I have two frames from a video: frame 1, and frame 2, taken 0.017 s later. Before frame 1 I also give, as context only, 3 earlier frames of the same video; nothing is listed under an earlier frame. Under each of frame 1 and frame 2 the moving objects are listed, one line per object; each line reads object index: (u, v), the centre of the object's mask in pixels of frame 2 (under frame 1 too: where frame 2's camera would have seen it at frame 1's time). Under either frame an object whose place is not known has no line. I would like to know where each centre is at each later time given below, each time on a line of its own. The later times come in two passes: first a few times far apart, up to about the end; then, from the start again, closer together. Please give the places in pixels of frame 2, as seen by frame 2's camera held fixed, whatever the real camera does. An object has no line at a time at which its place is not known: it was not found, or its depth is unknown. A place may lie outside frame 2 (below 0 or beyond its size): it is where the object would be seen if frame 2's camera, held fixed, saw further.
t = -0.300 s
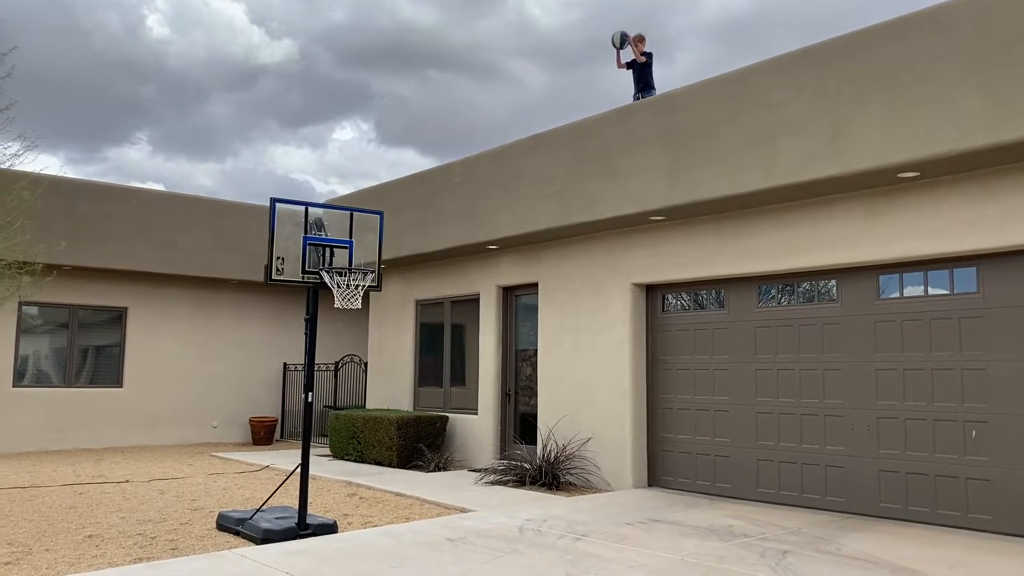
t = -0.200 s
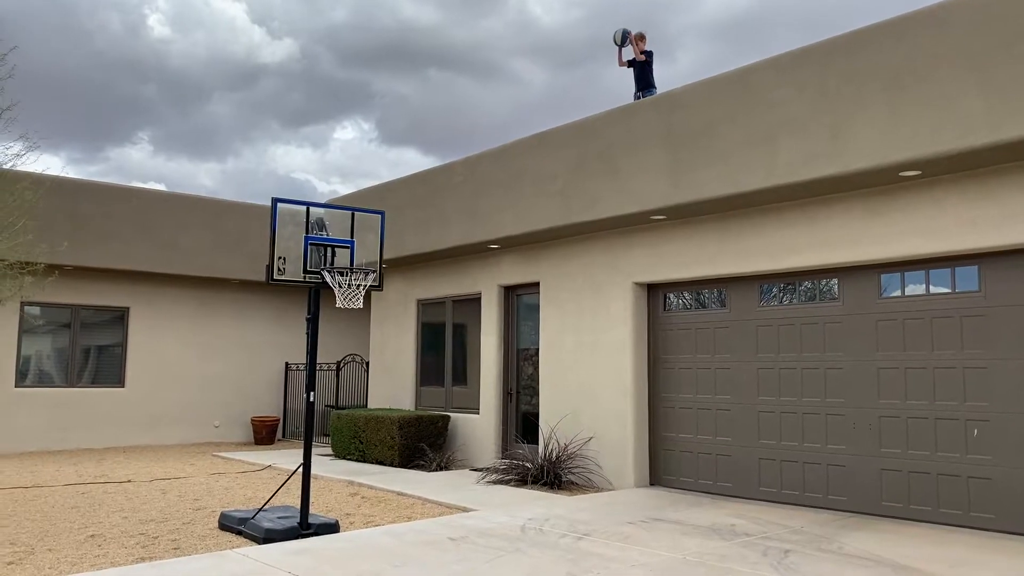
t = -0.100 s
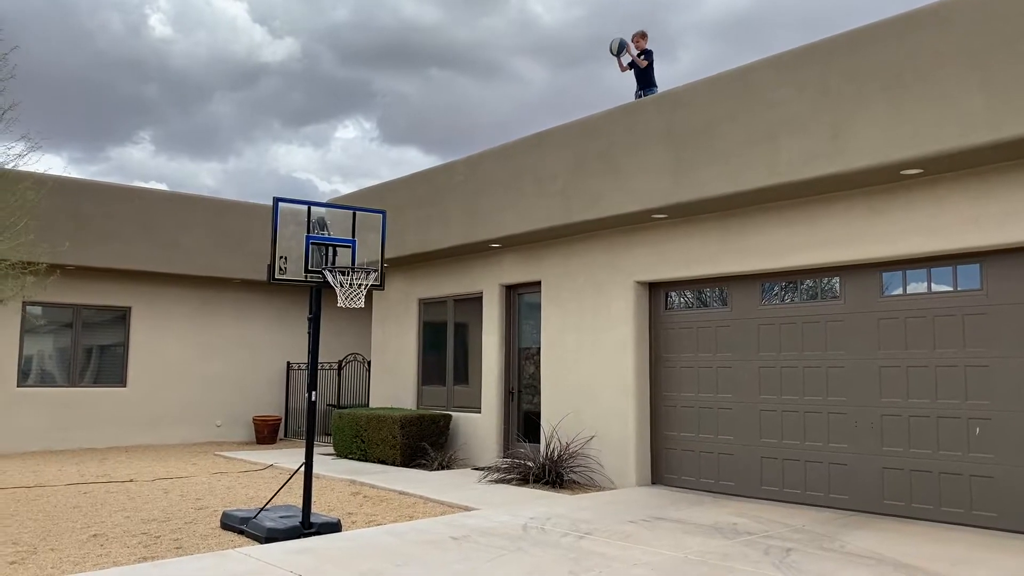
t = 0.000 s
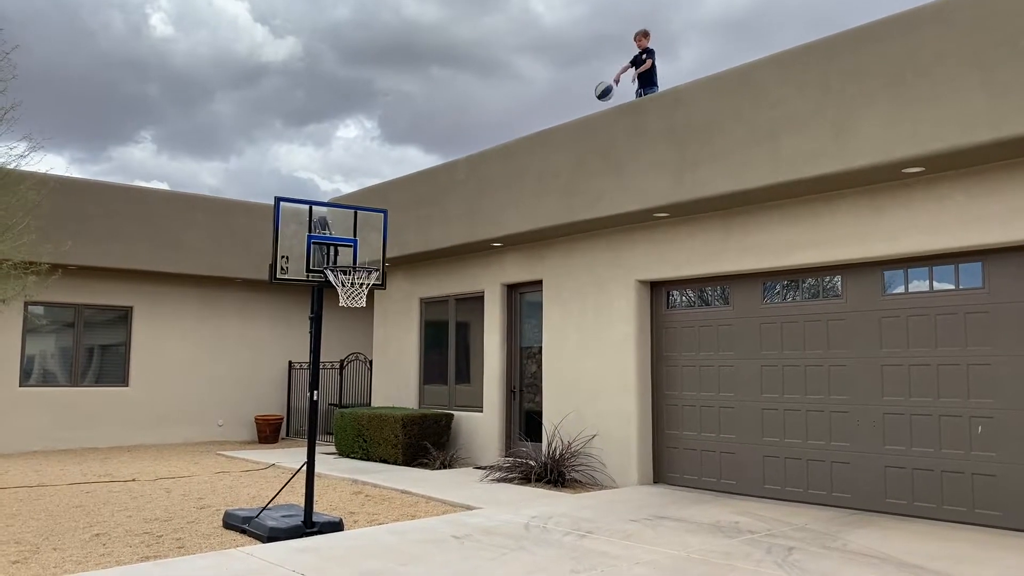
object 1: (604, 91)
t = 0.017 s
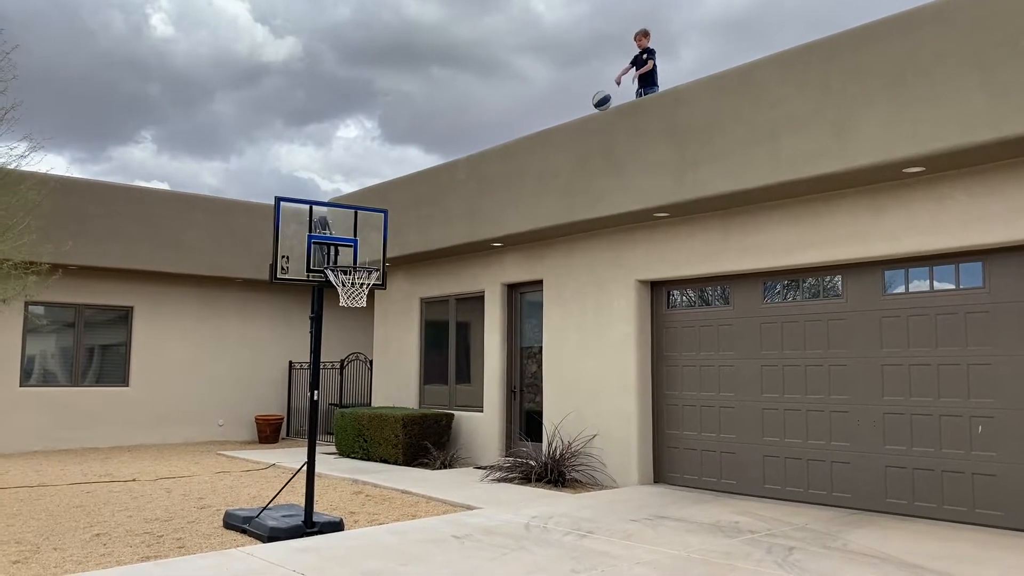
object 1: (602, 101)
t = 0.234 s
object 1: (567, 250)
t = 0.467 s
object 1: (531, 480)
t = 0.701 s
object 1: (505, 344)
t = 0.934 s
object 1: (479, 217)
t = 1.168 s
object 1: (453, 142)
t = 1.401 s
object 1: (428, 119)
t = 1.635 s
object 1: (401, 154)
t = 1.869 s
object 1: (369, 246)
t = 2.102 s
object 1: (331, 284)
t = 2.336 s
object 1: (352, 297)
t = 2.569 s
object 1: (375, 347)
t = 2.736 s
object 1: (390, 423)
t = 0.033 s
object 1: (599, 110)
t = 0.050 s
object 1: (597, 120)
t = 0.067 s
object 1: (594, 130)
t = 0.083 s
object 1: (591, 141)
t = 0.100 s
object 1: (589, 152)
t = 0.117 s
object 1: (586, 163)
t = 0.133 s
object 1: (584, 175)
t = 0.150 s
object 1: (581, 186)
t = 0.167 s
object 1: (578, 199)
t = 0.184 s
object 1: (575, 211)
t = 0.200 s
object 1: (573, 223)
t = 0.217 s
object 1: (570, 236)
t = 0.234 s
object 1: (567, 250)
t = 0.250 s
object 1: (565, 264)
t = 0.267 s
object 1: (562, 278)
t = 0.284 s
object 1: (559, 292)
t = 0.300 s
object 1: (556, 307)
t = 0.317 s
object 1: (554, 322)
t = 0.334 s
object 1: (552, 338)
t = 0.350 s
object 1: (549, 354)
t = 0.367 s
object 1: (546, 371)
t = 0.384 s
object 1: (544, 388)
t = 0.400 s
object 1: (541, 405)
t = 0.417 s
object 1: (538, 423)
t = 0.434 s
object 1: (537, 441)
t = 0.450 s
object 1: (534, 460)
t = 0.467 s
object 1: (531, 480)
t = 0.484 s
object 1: (528, 500)
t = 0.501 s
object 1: (526, 496)
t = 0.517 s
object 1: (524, 482)
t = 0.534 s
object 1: (523, 467)
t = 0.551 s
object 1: (521, 453)
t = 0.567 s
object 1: (519, 440)
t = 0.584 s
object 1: (517, 427)
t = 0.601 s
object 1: (516, 414)
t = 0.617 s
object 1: (514, 401)
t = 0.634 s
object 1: (512, 389)
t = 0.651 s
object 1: (510, 378)
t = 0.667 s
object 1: (508, 366)
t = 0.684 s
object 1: (507, 355)
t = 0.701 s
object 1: (505, 344)
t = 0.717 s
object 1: (503, 333)
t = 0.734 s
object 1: (501, 322)
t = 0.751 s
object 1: (500, 312)
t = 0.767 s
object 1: (498, 302)
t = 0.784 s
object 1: (496, 292)
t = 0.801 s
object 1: (494, 283)
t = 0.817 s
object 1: (492, 273)
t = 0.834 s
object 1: (490, 264)
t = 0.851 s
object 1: (488, 256)
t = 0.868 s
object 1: (487, 248)
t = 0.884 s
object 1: (485, 240)
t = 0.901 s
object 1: (483, 232)
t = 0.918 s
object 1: (481, 224)
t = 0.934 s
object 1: (479, 217)
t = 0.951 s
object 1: (478, 210)
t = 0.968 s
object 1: (476, 203)
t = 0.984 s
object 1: (474, 197)
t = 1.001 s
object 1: (472, 190)
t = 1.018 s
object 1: (470, 184)
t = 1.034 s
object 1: (468, 179)
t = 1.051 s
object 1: (467, 173)
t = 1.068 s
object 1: (465, 168)
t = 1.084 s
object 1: (463, 164)
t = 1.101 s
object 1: (461, 159)
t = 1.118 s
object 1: (459, 154)
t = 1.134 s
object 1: (457, 150)
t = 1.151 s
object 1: (455, 146)
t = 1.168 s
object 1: (453, 142)
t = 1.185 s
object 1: (451, 139)
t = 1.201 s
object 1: (449, 136)
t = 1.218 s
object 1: (448, 133)
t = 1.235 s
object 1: (446, 131)
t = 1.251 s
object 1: (444, 128)
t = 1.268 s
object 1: (443, 126)
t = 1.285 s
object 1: (441, 124)
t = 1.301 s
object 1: (439, 123)
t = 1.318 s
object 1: (437, 121)
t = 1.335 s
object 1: (436, 120)
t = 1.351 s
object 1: (434, 120)
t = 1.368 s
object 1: (432, 119)
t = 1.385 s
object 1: (430, 119)
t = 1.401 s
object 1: (428, 119)
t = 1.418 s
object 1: (426, 120)
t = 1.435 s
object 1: (424, 120)
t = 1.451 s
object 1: (422, 121)
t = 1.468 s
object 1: (420, 123)
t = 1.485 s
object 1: (418, 124)
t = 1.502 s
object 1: (416, 126)
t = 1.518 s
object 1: (414, 128)
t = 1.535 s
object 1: (413, 131)
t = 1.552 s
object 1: (410, 134)
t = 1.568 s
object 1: (409, 137)
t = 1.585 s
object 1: (407, 141)
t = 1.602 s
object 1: (405, 145)
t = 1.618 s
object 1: (403, 149)
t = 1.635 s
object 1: (401, 154)
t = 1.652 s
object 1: (399, 157)
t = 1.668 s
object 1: (397, 162)
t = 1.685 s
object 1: (395, 167)
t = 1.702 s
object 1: (392, 173)
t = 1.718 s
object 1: (389, 178)
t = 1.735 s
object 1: (387, 185)
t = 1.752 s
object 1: (385, 191)
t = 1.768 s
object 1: (382, 198)
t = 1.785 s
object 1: (380, 204)
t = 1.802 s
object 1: (378, 212)
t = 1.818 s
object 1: (376, 220)
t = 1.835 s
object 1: (374, 229)
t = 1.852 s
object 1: (372, 237)
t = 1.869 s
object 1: (369, 246)
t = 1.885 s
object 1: (366, 255)
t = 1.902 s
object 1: (364, 260)
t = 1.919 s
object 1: (359, 262)
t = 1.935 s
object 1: (353, 271)
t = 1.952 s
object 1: (348, 276)
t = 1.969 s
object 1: (341, 281)
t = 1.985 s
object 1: (336, 286)
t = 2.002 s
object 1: (333, 289)
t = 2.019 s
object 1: (332, 288)
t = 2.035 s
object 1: (331, 288)
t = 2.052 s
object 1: (331, 287)
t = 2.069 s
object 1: (331, 285)
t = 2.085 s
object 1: (331, 284)
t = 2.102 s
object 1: (331, 284)
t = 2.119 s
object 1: (332, 284)
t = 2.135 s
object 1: (333, 284)
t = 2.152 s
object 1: (334, 285)
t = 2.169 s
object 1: (335, 286)
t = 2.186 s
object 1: (336, 286)
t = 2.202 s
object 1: (338, 287)
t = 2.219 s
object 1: (340, 287)
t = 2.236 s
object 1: (342, 288)
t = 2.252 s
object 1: (342, 290)
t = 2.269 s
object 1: (345, 291)
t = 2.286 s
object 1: (346, 292)
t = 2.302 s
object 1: (348, 293)
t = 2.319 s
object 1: (350, 295)
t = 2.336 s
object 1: (352, 297)
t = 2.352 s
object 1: (354, 298)
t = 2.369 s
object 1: (355, 299)
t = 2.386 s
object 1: (357, 302)
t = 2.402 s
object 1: (358, 305)
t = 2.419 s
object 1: (360, 308)
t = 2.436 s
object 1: (362, 310)
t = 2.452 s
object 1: (363, 314)
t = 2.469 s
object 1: (365, 317)
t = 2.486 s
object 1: (367, 322)
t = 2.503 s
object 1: (369, 326)
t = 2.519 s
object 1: (370, 330)
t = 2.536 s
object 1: (372, 336)
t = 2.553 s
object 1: (373, 341)
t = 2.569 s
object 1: (375, 347)
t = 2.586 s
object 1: (377, 353)
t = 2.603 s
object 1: (378, 359)
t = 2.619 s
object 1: (380, 366)
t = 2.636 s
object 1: (381, 374)
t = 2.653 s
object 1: (383, 381)
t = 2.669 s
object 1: (384, 389)
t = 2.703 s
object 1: (387, 405)
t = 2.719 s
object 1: (389, 413)
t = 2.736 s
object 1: (390, 423)
